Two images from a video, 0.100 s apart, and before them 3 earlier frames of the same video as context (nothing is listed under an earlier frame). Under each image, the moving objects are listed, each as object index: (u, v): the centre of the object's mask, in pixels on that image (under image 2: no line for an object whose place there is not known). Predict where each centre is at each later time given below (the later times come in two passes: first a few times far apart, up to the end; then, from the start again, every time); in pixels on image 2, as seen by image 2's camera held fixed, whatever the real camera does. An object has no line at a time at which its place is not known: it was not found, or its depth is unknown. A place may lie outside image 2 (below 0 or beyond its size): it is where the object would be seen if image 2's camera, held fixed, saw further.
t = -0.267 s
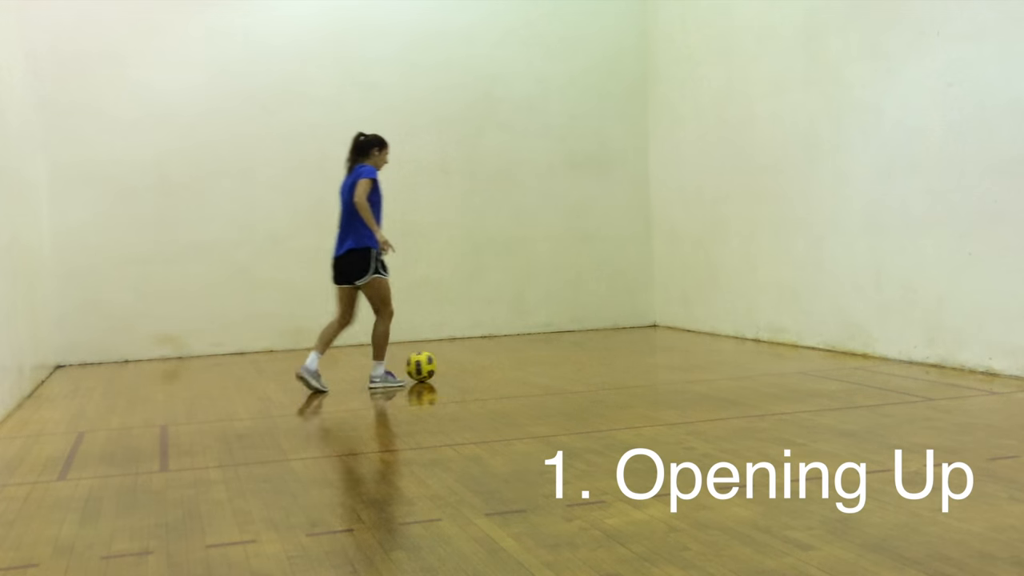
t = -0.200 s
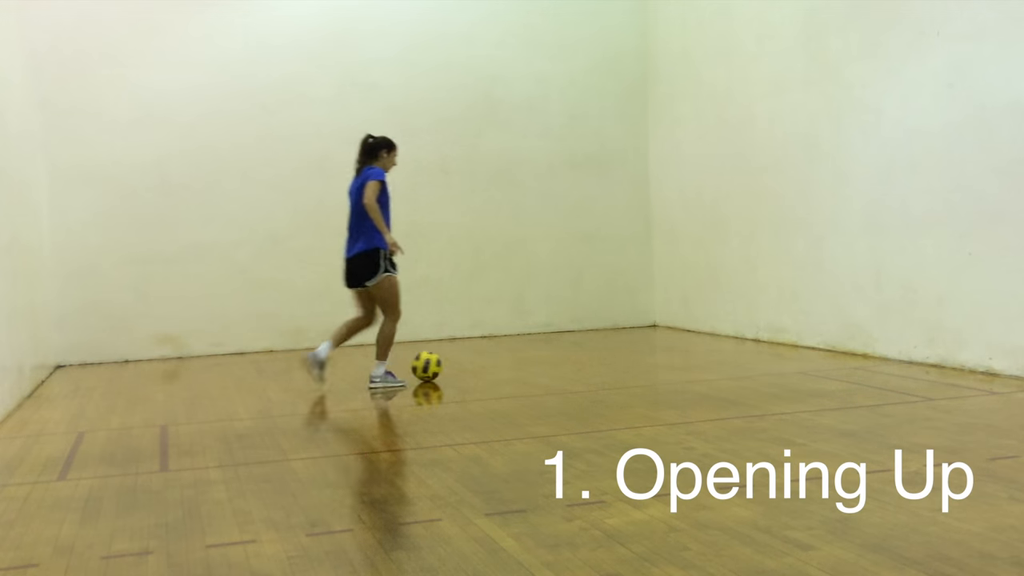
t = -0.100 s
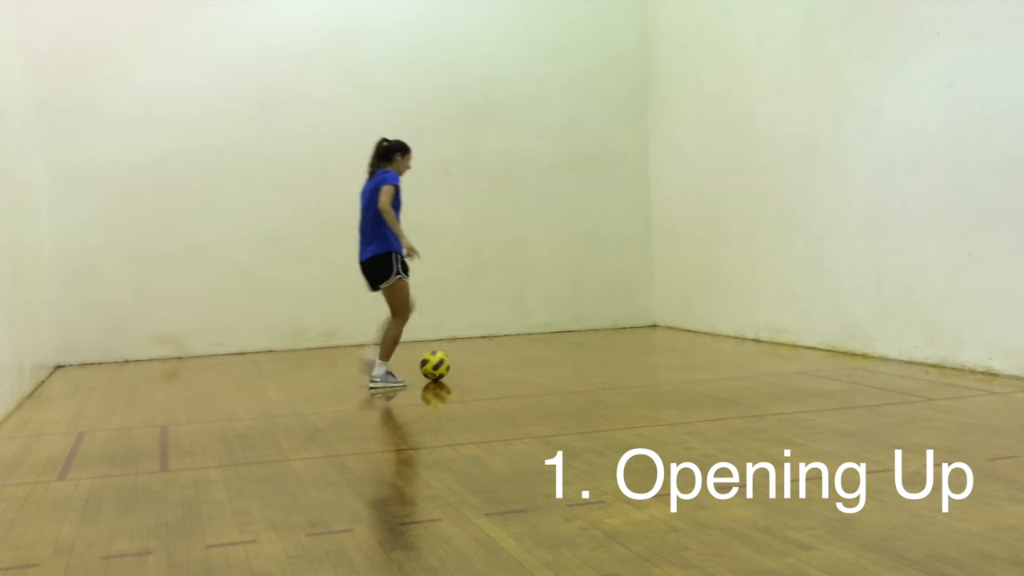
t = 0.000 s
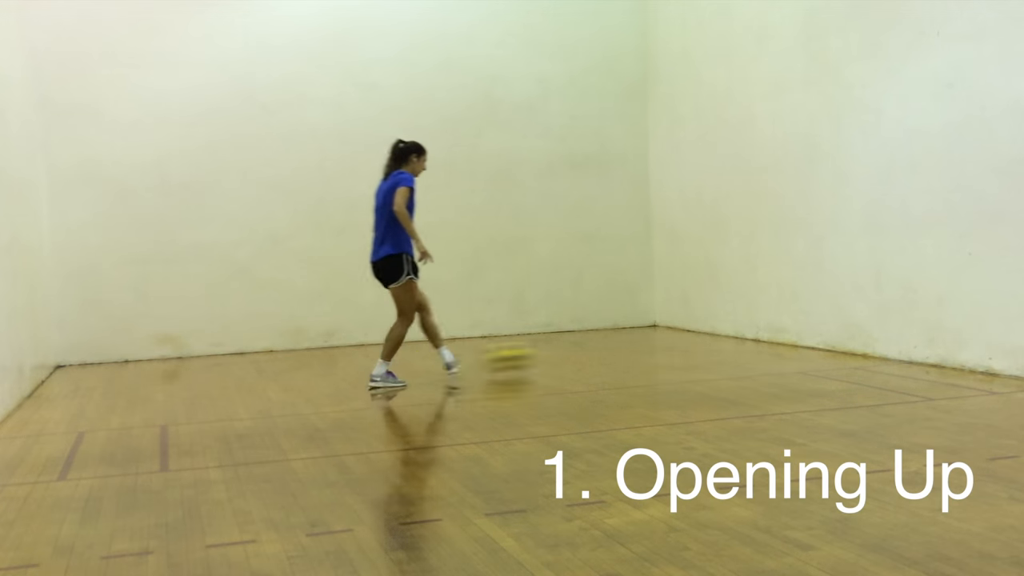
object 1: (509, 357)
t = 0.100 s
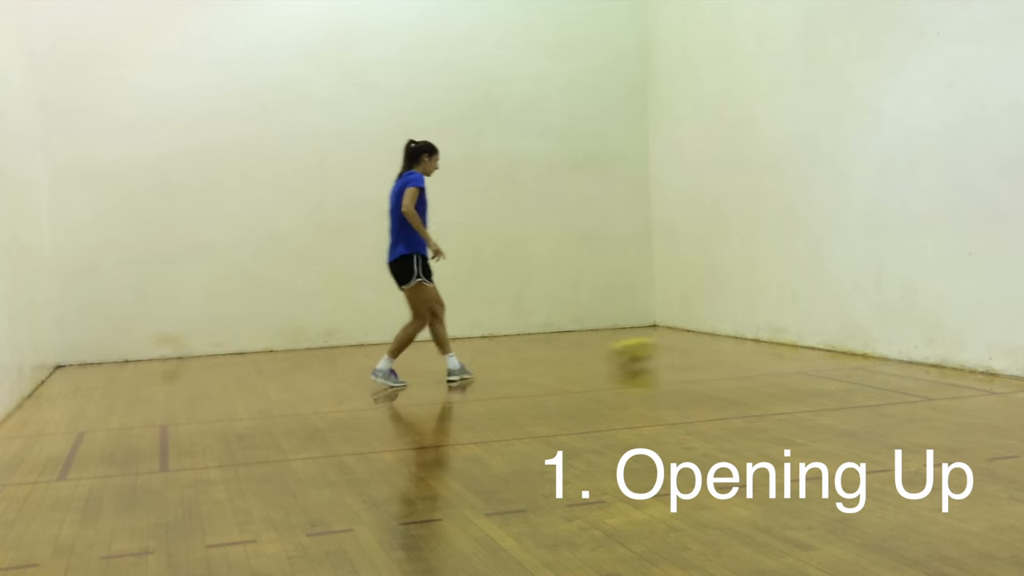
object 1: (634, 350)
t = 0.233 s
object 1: (768, 339)
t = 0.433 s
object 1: (719, 320)
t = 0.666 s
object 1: (553, 353)
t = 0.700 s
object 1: (527, 360)
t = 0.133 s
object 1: (667, 345)
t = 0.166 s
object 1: (701, 344)
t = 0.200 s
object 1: (734, 341)
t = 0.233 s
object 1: (768, 339)
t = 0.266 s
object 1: (800, 340)
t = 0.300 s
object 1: (808, 334)
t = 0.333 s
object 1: (786, 329)
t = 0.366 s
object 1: (765, 325)
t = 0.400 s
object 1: (741, 323)
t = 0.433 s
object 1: (719, 320)
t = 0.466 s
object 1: (696, 321)
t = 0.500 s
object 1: (672, 323)
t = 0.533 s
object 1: (649, 326)
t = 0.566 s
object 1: (624, 330)
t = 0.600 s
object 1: (601, 336)
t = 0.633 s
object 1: (577, 345)
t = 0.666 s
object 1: (553, 353)
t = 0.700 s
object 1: (527, 360)
